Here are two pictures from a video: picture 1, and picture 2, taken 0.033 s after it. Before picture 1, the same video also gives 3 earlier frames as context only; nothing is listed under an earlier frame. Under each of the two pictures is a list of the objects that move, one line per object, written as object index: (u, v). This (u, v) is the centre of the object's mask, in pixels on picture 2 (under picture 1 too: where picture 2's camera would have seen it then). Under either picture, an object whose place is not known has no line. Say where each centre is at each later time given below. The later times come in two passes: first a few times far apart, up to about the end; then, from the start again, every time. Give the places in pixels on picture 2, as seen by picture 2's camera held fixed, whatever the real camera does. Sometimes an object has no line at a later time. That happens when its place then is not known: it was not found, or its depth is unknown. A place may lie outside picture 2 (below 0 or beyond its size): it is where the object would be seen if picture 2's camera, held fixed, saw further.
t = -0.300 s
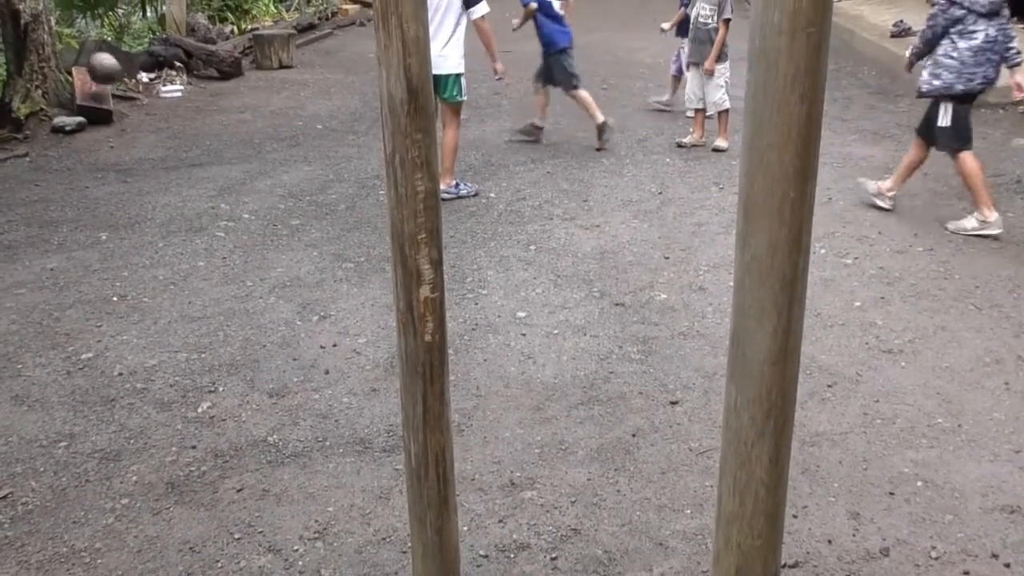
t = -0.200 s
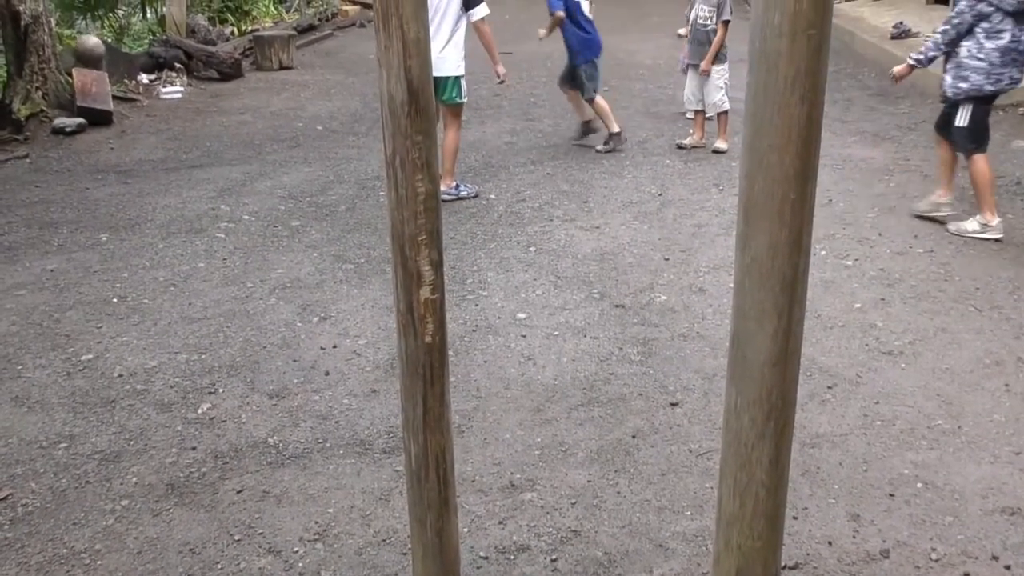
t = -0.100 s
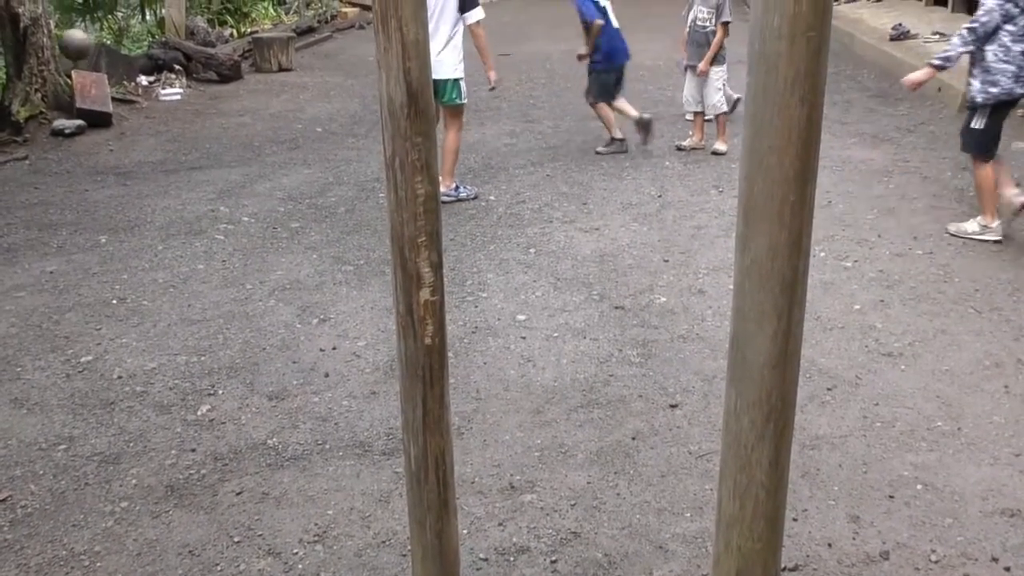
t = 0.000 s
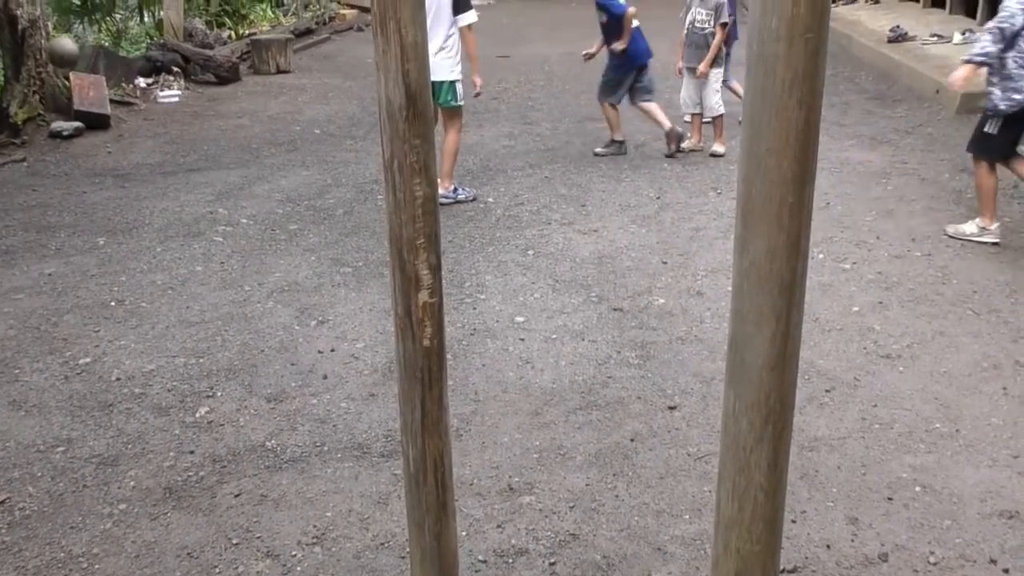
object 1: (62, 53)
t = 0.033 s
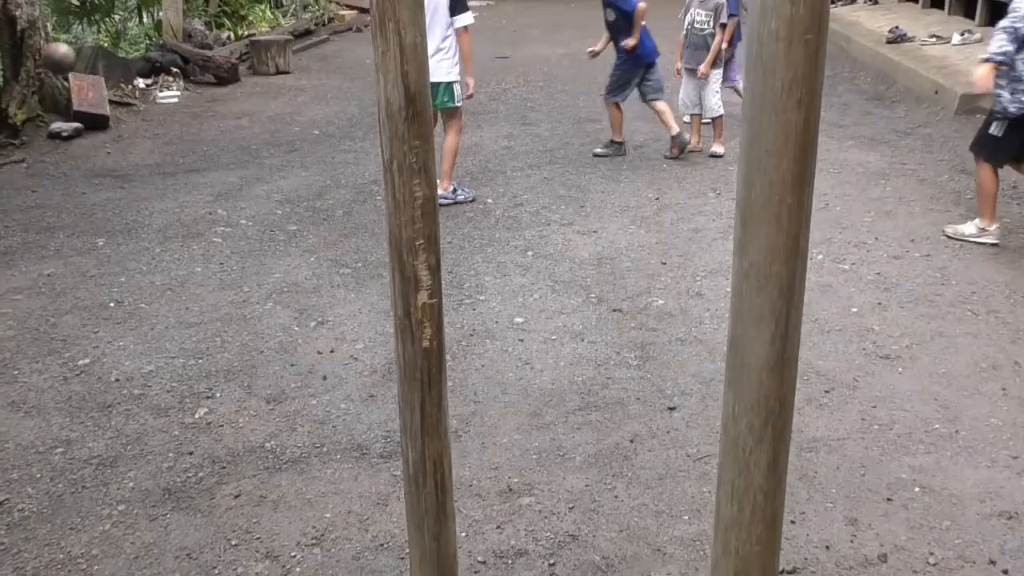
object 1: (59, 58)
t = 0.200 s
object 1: (46, 102)
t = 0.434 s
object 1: (39, 146)
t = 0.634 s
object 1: (63, 164)
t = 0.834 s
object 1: (92, 178)
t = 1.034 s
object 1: (131, 218)
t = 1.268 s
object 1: (211, 313)
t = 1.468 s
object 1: (361, 454)
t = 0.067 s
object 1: (56, 64)
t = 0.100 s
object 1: (52, 72)
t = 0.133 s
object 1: (51, 83)
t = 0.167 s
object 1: (55, 96)
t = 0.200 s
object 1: (46, 102)
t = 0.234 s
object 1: (47, 105)
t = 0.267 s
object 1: (47, 109)
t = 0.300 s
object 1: (45, 114)
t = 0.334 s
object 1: (43, 120)
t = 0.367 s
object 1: (40, 128)
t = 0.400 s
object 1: (38, 139)
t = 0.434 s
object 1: (39, 146)
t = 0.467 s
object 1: (42, 146)
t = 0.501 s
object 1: (46, 148)
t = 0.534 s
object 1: (49, 152)
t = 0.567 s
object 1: (54, 158)
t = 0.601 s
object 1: (59, 163)
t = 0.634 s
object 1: (63, 164)
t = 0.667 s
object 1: (68, 169)
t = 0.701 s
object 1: (73, 174)
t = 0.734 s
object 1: (77, 172)
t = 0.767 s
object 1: (82, 172)
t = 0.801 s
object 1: (86, 174)
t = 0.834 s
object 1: (92, 178)
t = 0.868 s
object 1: (97, 185)
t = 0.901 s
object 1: (103, 193)
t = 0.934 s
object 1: (110, 205)
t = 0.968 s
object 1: (118, 215)
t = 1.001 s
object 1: (124, 215)
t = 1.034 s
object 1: (131, 218)
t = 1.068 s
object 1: (140, 224)
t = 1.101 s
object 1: (149, 232)
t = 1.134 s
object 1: (160, 244)
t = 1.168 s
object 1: (171, 258)
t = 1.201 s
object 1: (183, 276)
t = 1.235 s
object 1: (199, 303)
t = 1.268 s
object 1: (211, 313)
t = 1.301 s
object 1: (229, 322)
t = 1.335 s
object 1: (248, 336)
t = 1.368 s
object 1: (271, 354)
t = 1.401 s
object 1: (298, 382)
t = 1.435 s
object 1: (328, 414)
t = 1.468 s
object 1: (361, 454)
